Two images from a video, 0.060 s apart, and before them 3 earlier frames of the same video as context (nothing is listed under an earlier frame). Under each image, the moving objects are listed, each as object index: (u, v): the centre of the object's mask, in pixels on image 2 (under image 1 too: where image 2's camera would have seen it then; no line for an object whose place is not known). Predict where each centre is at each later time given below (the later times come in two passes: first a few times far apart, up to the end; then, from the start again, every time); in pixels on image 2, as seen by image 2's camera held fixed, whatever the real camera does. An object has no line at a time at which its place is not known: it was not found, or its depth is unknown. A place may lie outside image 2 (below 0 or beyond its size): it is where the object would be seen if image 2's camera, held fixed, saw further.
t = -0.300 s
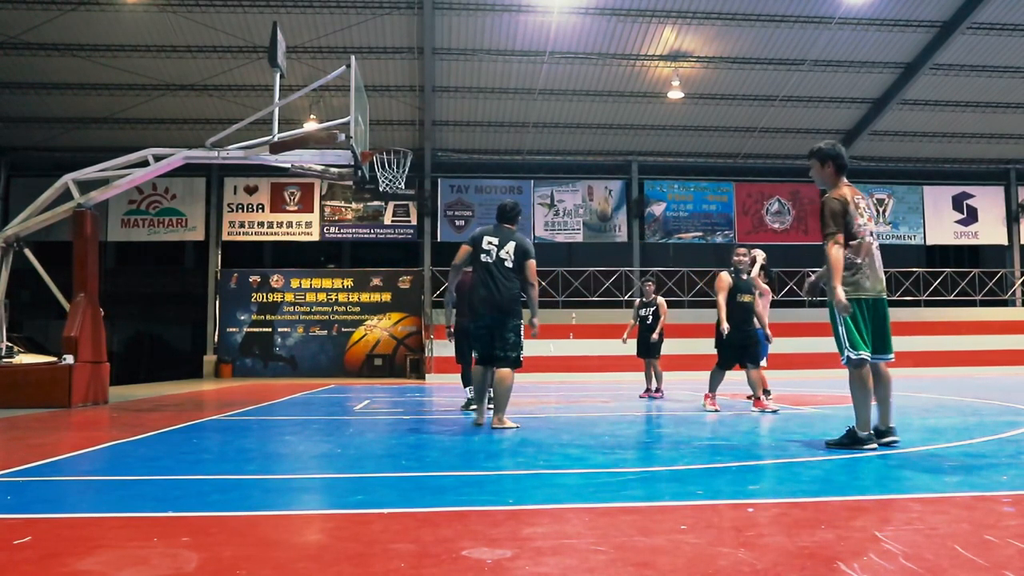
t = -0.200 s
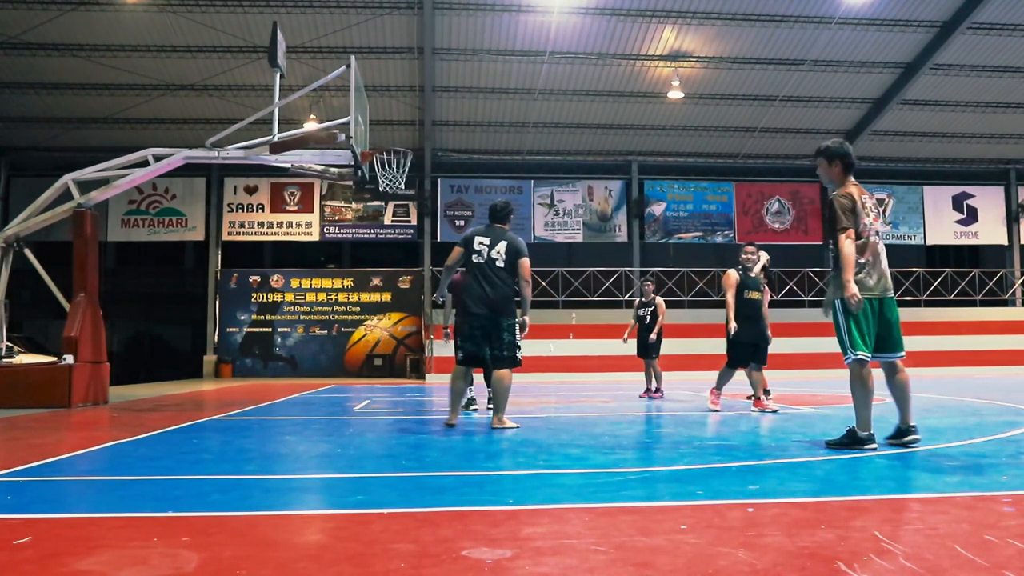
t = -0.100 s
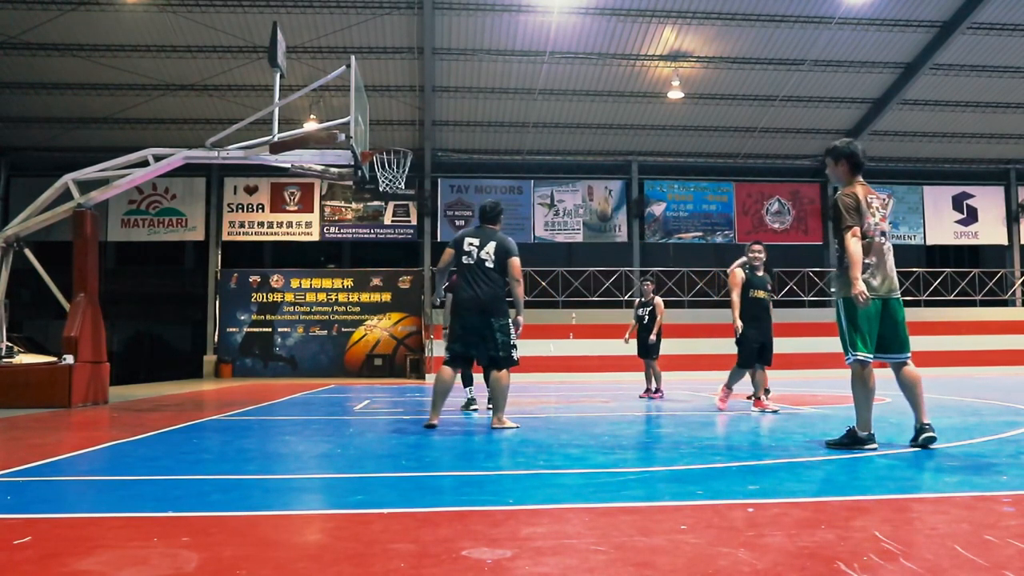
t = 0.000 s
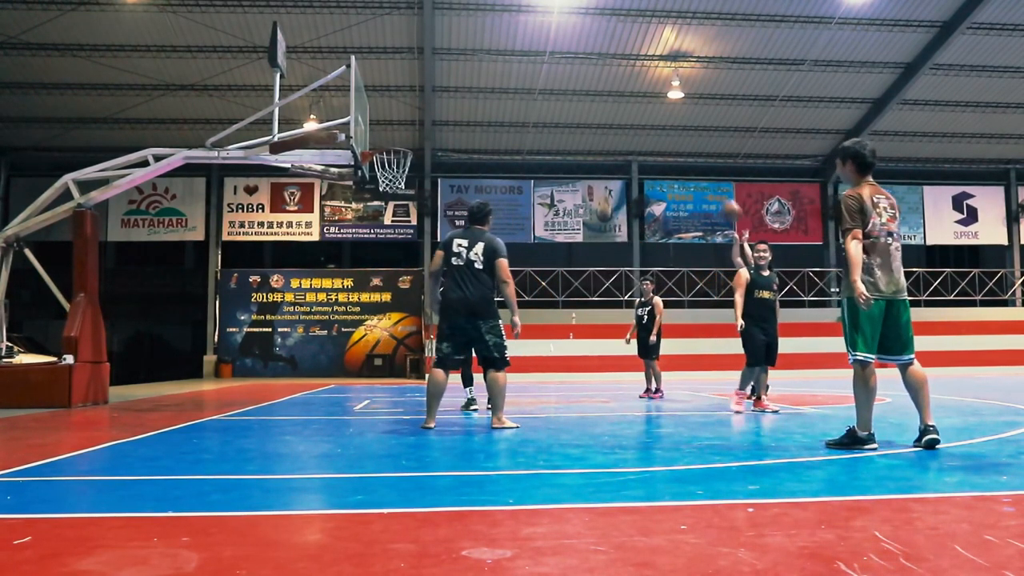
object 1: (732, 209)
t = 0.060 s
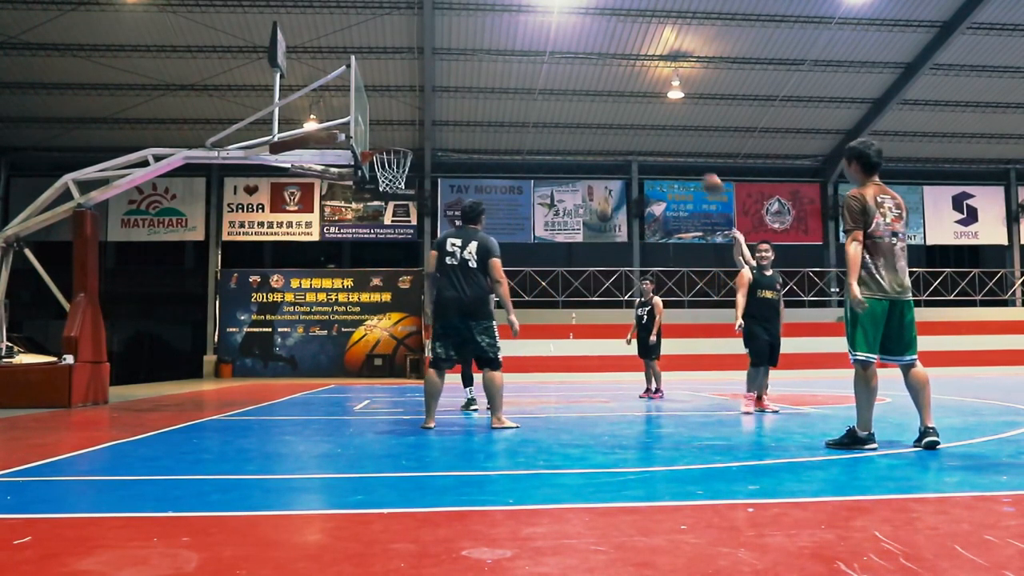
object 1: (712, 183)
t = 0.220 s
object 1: (661, 126)
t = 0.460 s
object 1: (585, 77)
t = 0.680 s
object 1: (517, 71)
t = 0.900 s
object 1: (449, 99)
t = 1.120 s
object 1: (390, 135)
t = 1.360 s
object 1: (390, 133)
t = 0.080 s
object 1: (705, 174)
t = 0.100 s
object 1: (699, 167)
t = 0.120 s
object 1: (693, 160)
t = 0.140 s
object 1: (687, 152)
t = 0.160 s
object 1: (681, 146)
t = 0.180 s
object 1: (673, 138)
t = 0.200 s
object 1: (667, 132)
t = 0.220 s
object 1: (661, 126)
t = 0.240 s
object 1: (654, 120)
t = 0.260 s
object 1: (648, 115)
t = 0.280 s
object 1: (641, 110)
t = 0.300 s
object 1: (635, 106)
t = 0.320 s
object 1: (629, 101)
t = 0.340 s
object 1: (623, 97)
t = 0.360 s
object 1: (617, 93)
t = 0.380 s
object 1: (611, 89)
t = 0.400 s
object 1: (604, 86)
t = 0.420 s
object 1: (598, 83)
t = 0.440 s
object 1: (592, 80)
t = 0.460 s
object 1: (585, 77)
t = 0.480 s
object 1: (579, 75)
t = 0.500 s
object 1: (573, 74)
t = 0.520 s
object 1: (566, 72)
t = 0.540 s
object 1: (561, 71)
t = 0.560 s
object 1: (554, 70)
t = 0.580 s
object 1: (548, 70)
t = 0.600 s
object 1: (542, 69)
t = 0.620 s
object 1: (536, 69)
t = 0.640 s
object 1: (530, 70)
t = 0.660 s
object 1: (523, 70)
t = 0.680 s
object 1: (517, 71)
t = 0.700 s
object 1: (511, 72)
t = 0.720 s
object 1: (505, 73)
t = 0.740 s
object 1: (499, 75)
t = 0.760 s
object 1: (493, 77)
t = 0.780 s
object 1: (486, 79)
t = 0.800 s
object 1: (480, 82)
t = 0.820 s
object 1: (474, 85)
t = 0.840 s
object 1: (468, 88)
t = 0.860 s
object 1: (461, 91)
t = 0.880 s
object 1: (455, 95)
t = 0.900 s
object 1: (449, 99)
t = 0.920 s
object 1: (444, 104)
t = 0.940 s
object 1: (438, 108)
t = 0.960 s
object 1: (432, 111)
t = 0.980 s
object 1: (426, 118)
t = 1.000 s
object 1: (418, 126)
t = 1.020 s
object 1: (411, 135)
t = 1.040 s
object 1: (406, 139)
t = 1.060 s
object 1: (402, 140)
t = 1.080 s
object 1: (398, 138)
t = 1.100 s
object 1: (395, 136)
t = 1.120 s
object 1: (390, 135)
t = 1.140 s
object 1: (387, 135)
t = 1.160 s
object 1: (382, 135)
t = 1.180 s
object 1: (379, 134)
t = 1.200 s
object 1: (376, 134)
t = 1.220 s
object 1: (372, 134)
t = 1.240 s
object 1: (371, 134)
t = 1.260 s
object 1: (375, 133)
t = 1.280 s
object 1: (378, 132)
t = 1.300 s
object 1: (381, 132)
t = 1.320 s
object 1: (384, 132)
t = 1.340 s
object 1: (387, 132)
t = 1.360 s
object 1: (390, 133)
